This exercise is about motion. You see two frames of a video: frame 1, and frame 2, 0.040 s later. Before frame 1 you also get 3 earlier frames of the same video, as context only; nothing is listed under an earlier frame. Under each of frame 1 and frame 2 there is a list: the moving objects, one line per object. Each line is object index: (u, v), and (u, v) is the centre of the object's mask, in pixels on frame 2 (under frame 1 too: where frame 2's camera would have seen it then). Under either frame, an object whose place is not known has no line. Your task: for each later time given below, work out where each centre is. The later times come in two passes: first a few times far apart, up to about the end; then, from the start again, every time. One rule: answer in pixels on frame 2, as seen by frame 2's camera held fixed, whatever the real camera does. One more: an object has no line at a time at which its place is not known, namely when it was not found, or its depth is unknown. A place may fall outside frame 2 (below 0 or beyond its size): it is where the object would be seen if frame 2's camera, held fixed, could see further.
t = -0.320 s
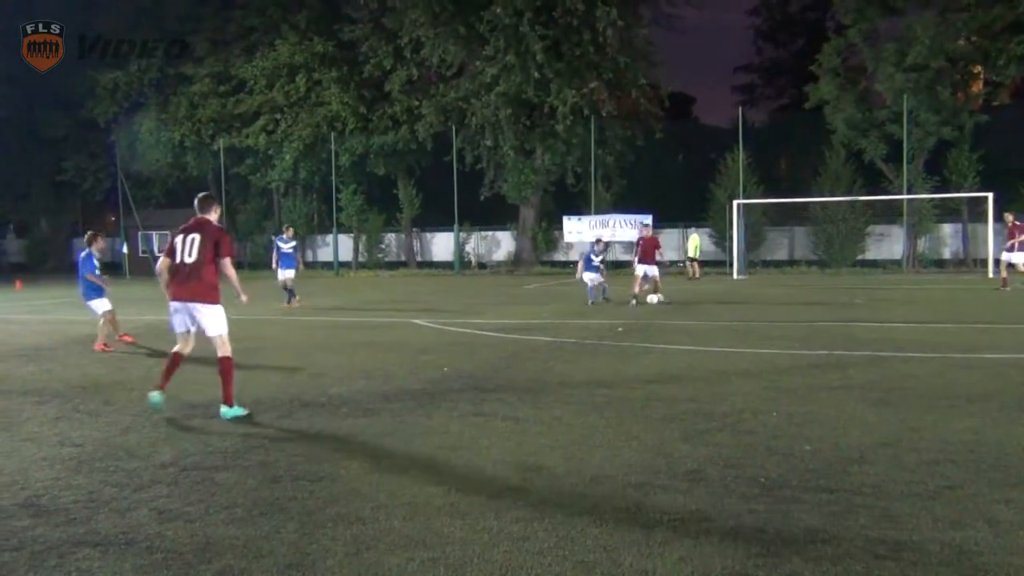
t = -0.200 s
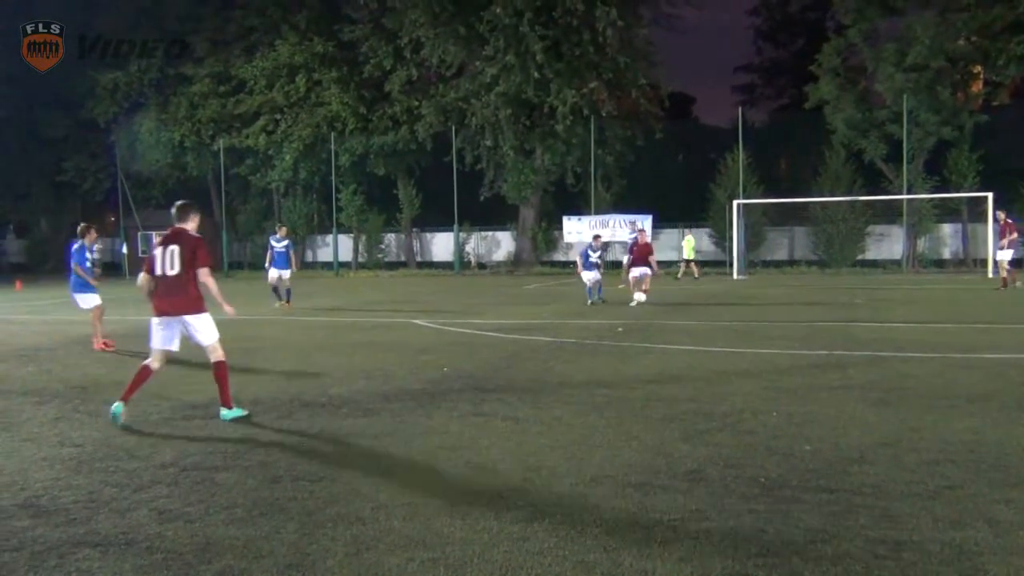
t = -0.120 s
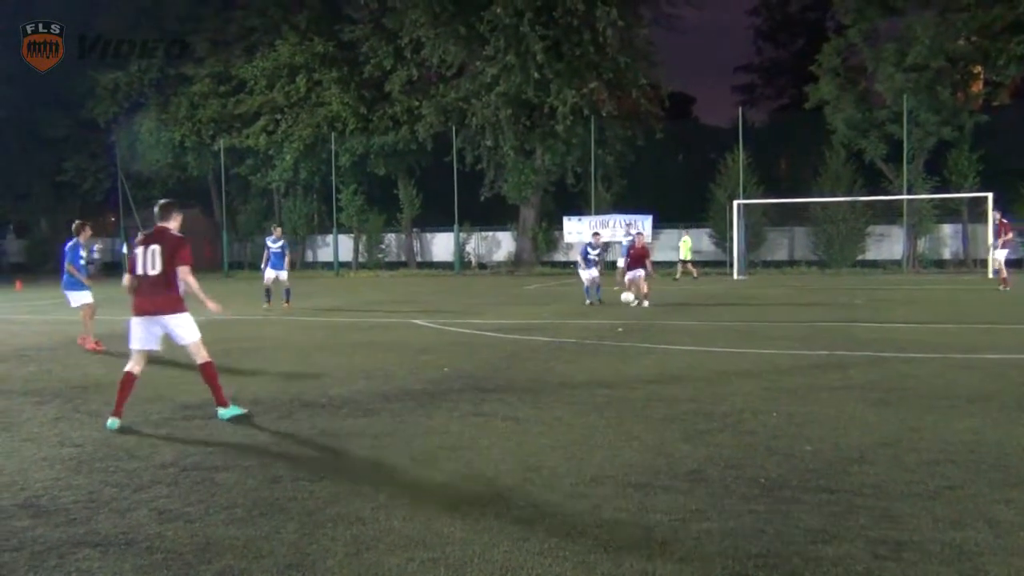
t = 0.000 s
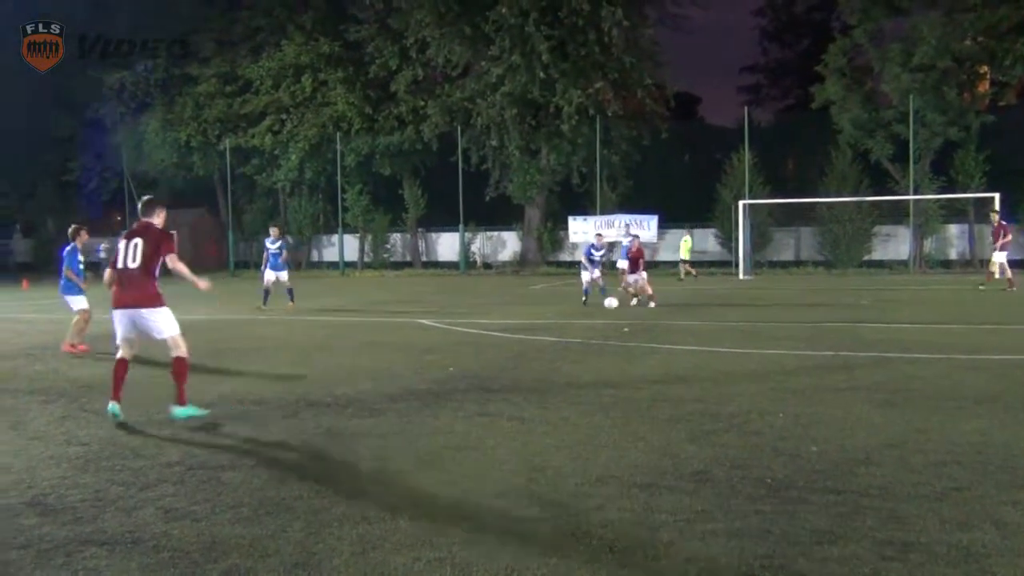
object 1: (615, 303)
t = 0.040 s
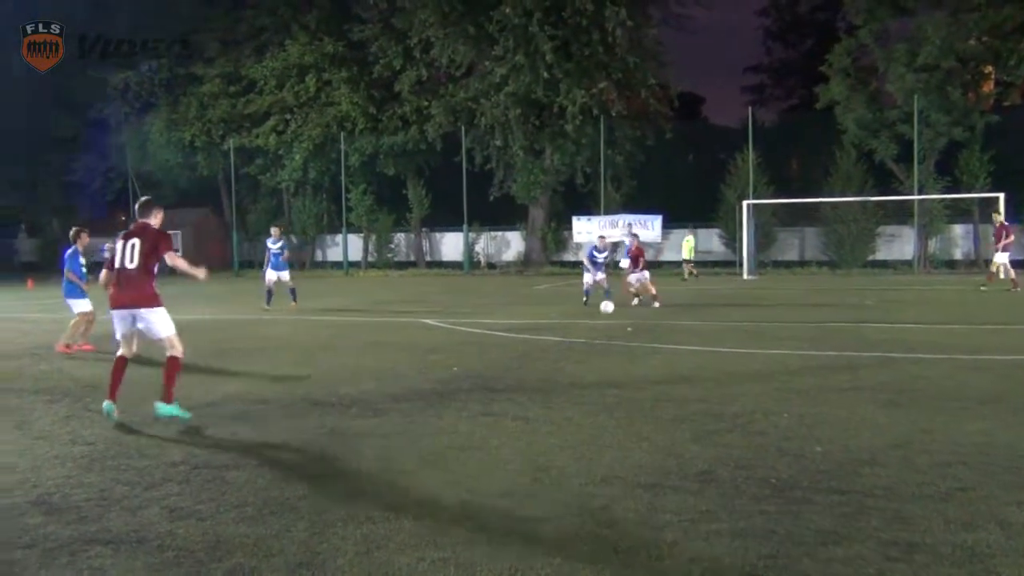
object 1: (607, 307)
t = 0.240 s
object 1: (561, 318)
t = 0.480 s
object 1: (497, 340)
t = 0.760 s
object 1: (417, 355)
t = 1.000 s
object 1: (335, 370)
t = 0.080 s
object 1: (598, 312)
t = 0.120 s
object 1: (589, 318)
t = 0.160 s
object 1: (580, 320)
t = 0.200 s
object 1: (571, 319)
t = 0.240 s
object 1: (561, 318)
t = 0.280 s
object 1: (552, 319)
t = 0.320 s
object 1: (541, 322)
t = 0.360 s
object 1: (531, 325)
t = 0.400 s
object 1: (520, 330)
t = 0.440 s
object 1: (508, 336)
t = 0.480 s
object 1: (497, 340)
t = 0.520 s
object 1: (487, 338)
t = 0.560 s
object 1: (476, 337)
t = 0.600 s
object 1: (465, 337)
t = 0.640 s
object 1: (454, 340)
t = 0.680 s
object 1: (442, 343)
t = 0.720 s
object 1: (430, 348)
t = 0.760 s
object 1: (417, 355)
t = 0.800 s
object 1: (404, 360)
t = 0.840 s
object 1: (391, 359)
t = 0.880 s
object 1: (377, 360)
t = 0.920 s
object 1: (364, 361)
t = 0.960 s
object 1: (349, 365)
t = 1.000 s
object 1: (335, 370)
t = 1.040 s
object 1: (320, 377)
